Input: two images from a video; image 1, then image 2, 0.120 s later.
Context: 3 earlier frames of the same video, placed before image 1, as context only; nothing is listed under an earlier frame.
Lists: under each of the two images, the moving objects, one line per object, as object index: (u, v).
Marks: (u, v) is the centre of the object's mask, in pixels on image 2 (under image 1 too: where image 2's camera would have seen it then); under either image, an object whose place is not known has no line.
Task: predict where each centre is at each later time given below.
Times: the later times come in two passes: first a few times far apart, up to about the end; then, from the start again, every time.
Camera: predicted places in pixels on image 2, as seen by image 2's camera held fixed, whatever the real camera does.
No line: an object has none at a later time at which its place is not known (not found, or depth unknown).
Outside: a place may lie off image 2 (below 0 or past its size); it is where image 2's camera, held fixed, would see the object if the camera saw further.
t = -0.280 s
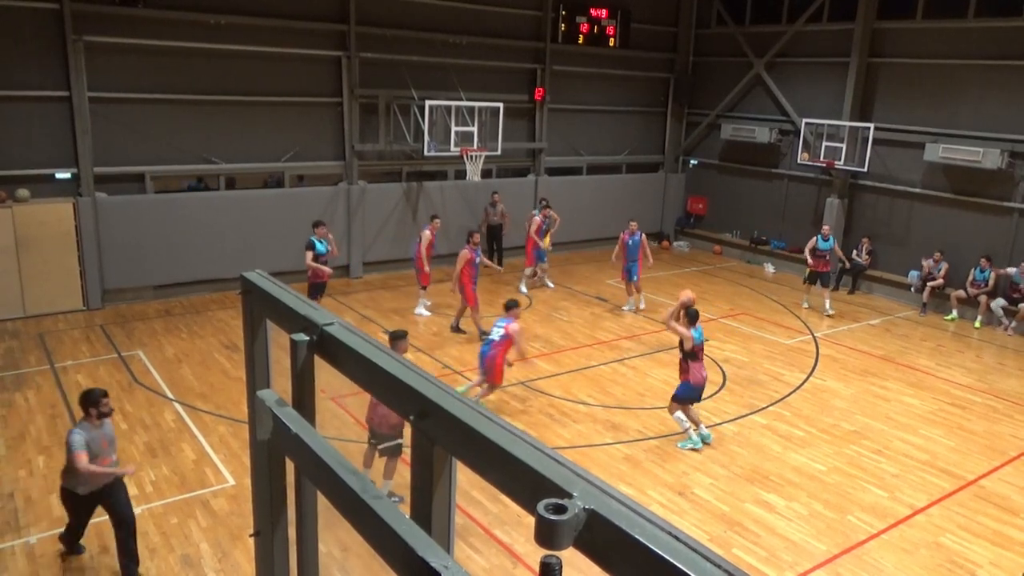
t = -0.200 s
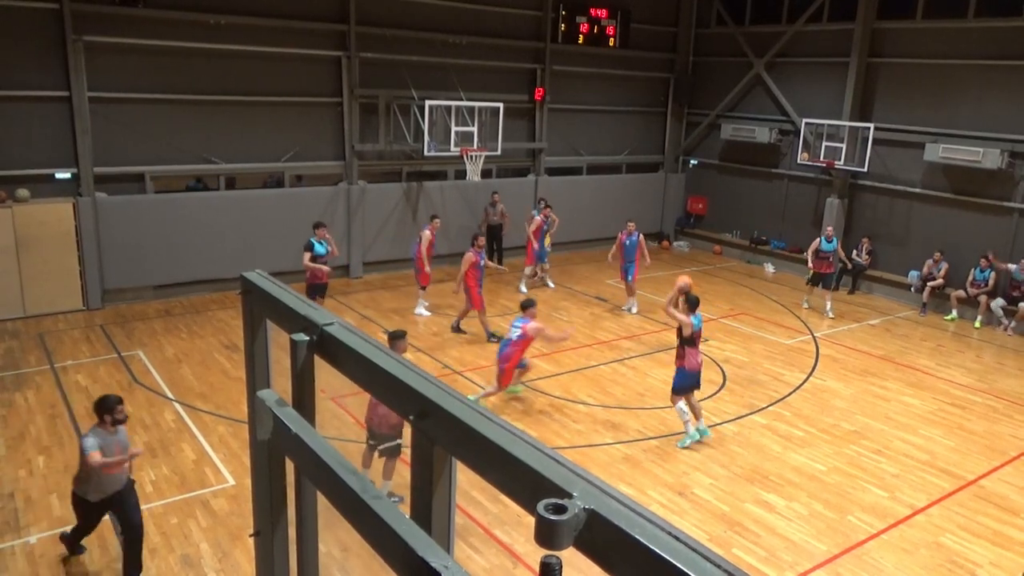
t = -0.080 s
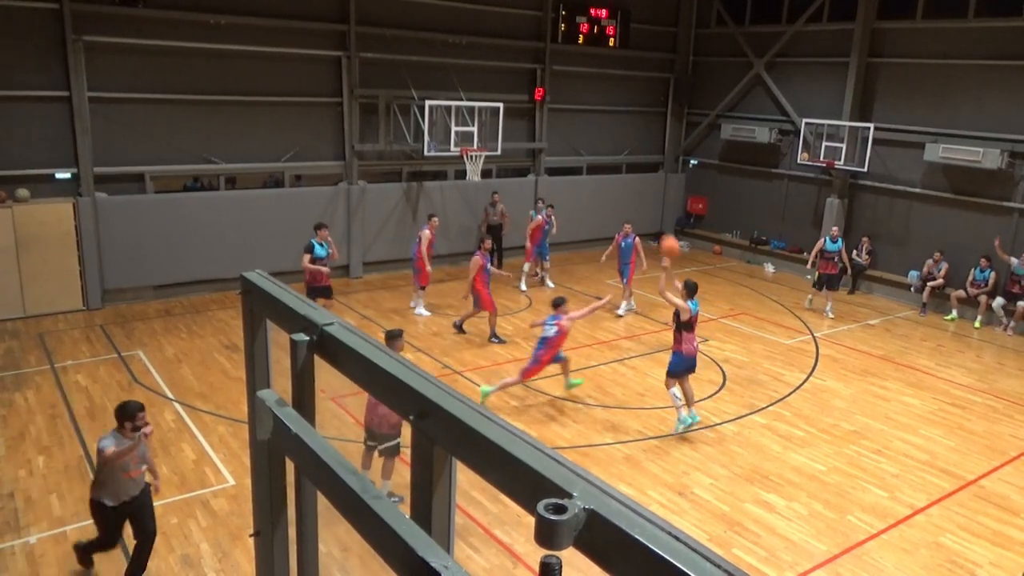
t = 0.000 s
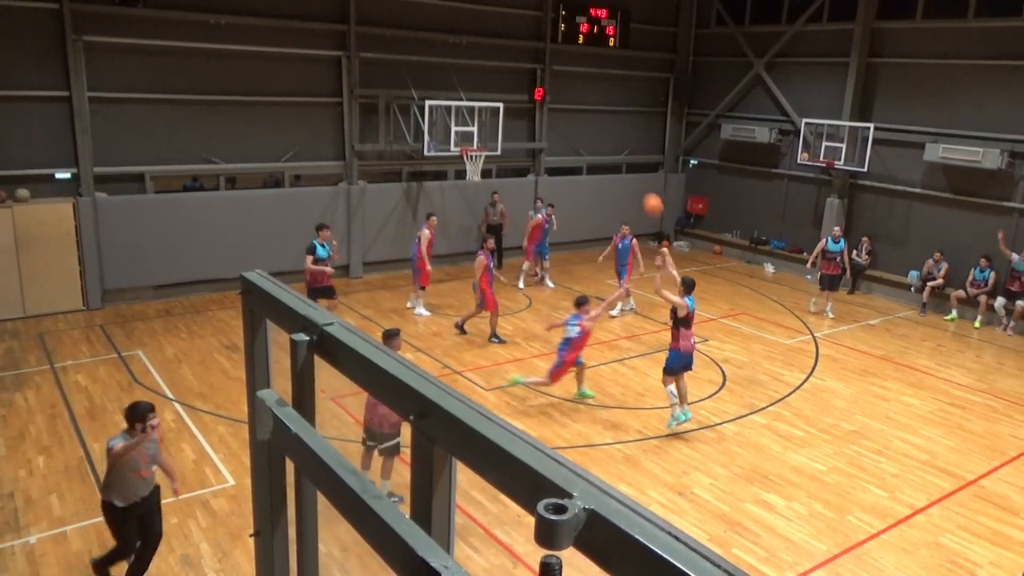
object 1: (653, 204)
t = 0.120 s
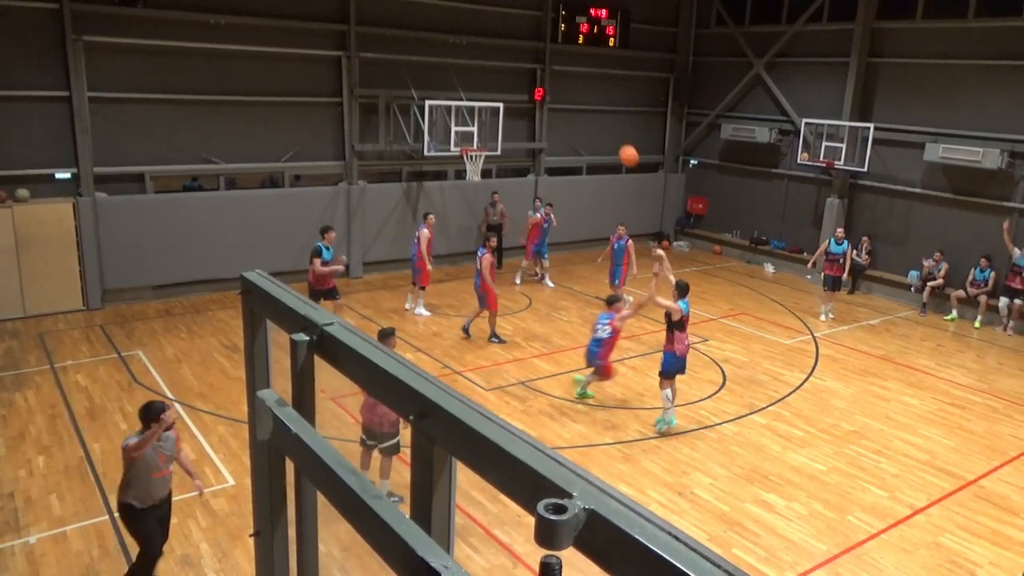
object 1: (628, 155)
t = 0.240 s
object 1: (605, 120)
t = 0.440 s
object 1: (571, 88)
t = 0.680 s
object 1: (534, 84)
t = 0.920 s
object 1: (505, 112)
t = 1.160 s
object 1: (490, 135)
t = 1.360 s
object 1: (497, 120)
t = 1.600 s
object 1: (505, 127)
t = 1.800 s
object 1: (511, 153)
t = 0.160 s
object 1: (620, 142)
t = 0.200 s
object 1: (613, 130)
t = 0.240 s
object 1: (605, 120)
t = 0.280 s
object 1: (598, 111)
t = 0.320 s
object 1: (591, 103)
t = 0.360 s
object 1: (584, 96)
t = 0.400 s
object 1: (577, 91)
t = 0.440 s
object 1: (571, 88)
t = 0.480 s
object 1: (564, 85)
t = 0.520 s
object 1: (558, 83)
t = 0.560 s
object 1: (552, 82)
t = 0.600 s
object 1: (546, 82)
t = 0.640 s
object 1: (541, 82)
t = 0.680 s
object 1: (534, 84)
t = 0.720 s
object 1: (529, 87)
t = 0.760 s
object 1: (524, 91)
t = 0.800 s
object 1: (519, 95)
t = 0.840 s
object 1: (514, 100)
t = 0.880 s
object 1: (510, 106)
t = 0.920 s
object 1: (505, 112)
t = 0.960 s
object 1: (500, 119)
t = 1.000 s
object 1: (495, 128)
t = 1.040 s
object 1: (491, 135)
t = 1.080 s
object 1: (487, 143)
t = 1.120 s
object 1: (489, 140)
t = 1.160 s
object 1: (490, 135)
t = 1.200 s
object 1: (492, 130)
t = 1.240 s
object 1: (493, 126)
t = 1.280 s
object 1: (494, 122)
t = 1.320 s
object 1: (495, 121)
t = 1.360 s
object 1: (497, 120)
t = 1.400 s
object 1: (499, 119)
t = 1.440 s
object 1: (500, 119)
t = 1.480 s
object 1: (502, 120)
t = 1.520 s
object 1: (503, 121)
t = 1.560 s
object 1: (504, 123)
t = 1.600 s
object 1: (505, 127)
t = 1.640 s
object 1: (507, 131)
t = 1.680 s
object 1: (508, 135)
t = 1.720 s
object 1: (508, 141)
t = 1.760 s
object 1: (509, 147)
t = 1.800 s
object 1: (511, 153)
